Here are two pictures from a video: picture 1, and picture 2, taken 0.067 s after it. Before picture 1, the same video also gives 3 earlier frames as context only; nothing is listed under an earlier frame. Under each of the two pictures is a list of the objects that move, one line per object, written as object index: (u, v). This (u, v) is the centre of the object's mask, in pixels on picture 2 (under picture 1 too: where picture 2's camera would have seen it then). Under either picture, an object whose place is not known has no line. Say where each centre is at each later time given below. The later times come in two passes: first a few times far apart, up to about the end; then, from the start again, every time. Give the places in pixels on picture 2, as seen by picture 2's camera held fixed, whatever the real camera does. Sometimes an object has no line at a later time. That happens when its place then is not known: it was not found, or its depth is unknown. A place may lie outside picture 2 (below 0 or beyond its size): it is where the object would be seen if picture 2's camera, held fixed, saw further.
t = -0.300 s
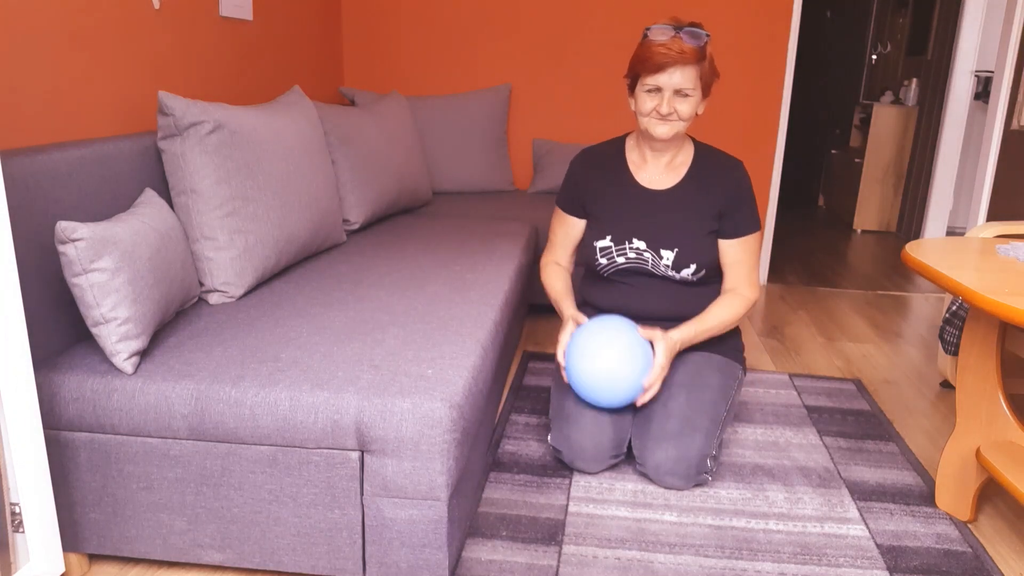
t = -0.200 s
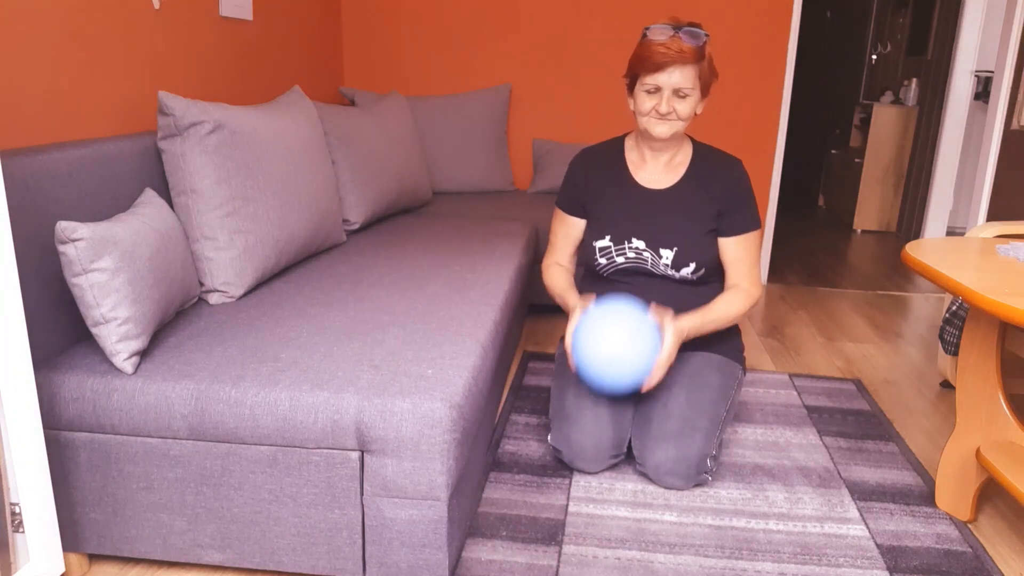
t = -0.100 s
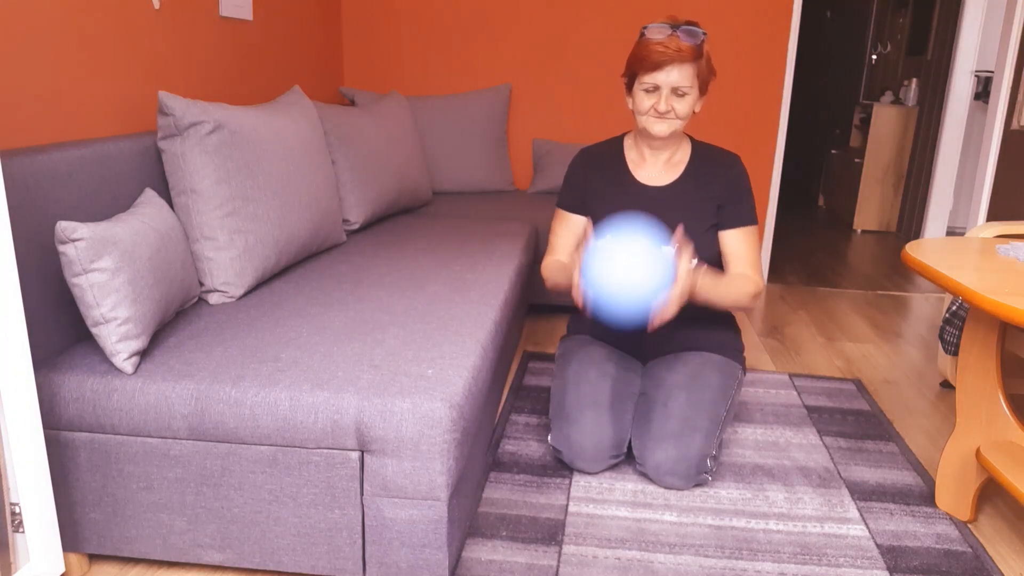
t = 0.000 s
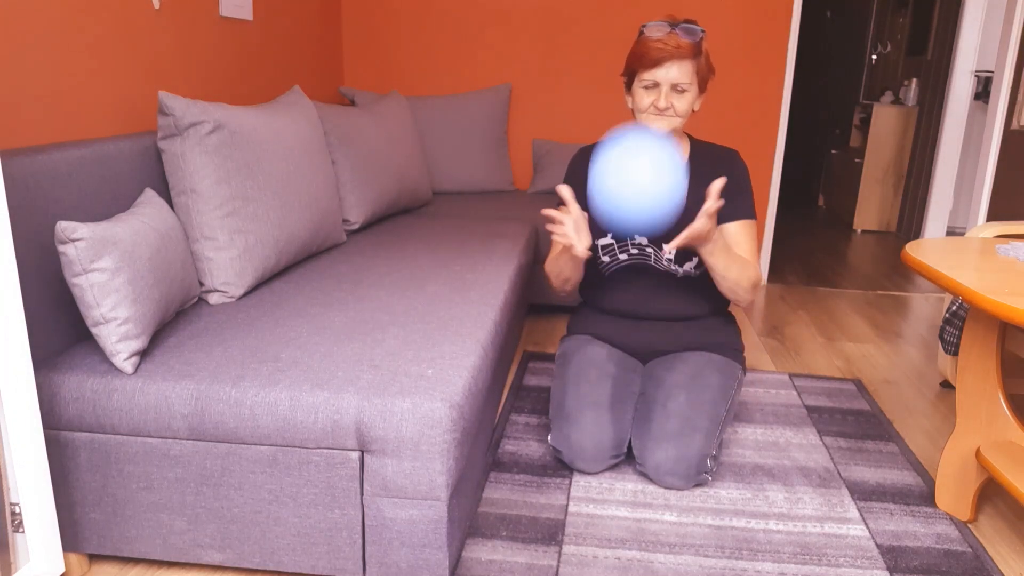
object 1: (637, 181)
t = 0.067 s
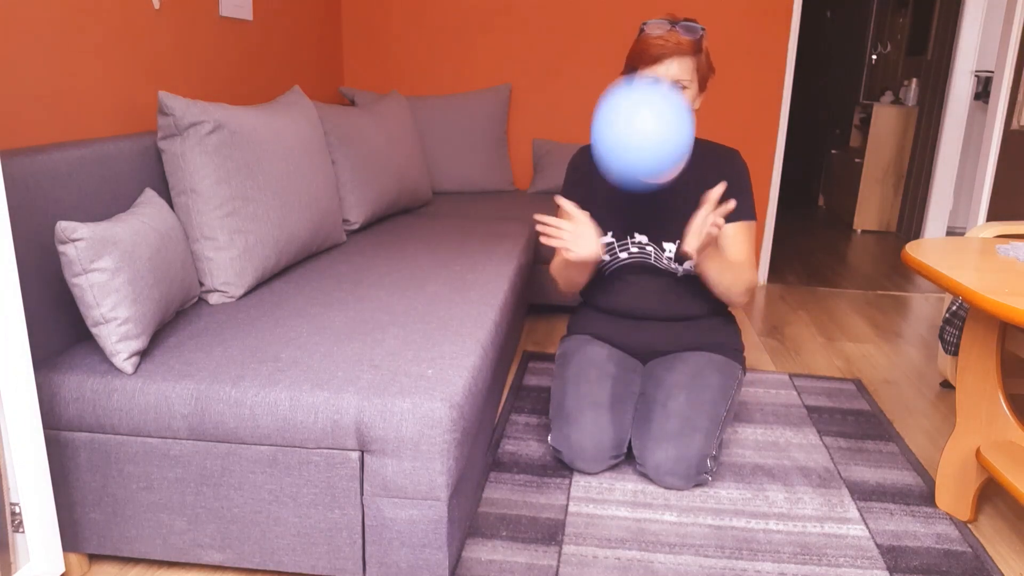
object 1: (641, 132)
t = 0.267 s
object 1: (658, 49)
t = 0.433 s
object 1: (658, 55)
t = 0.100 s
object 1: (644, 108)
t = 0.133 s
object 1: (648, 90)
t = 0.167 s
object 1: (650, 75)
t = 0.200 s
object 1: (653, 62)
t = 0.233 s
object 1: (656, 53)
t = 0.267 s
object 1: (658, 49)
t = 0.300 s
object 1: (660, 47)
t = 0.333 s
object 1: (660, 47)
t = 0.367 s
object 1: (660, 48)
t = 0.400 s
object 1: (659, 51)
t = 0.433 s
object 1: (658, 55)
